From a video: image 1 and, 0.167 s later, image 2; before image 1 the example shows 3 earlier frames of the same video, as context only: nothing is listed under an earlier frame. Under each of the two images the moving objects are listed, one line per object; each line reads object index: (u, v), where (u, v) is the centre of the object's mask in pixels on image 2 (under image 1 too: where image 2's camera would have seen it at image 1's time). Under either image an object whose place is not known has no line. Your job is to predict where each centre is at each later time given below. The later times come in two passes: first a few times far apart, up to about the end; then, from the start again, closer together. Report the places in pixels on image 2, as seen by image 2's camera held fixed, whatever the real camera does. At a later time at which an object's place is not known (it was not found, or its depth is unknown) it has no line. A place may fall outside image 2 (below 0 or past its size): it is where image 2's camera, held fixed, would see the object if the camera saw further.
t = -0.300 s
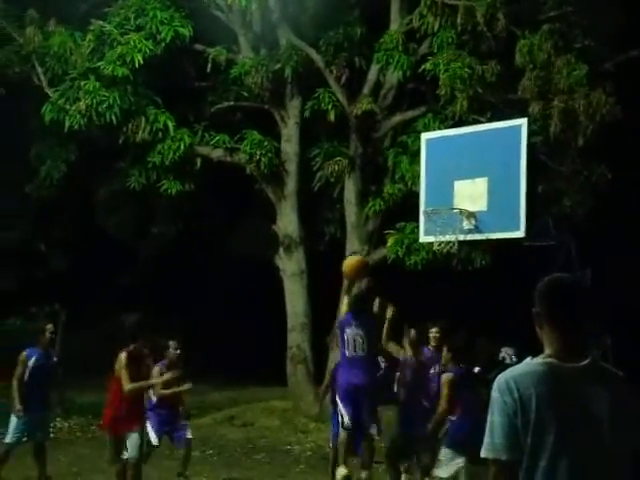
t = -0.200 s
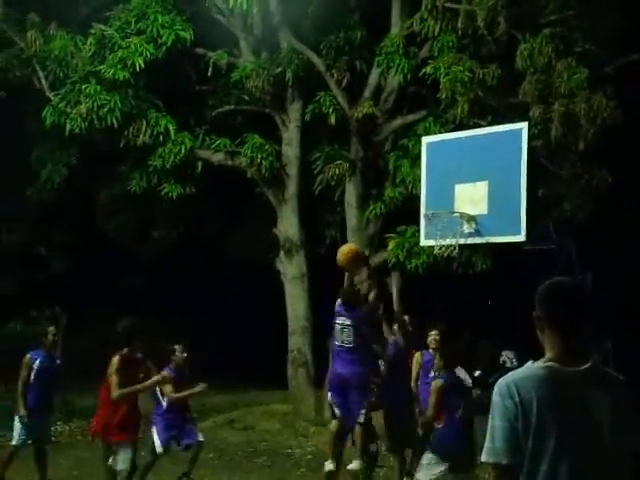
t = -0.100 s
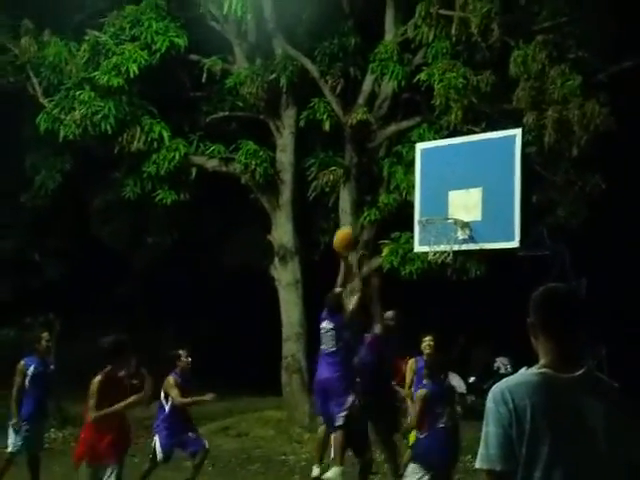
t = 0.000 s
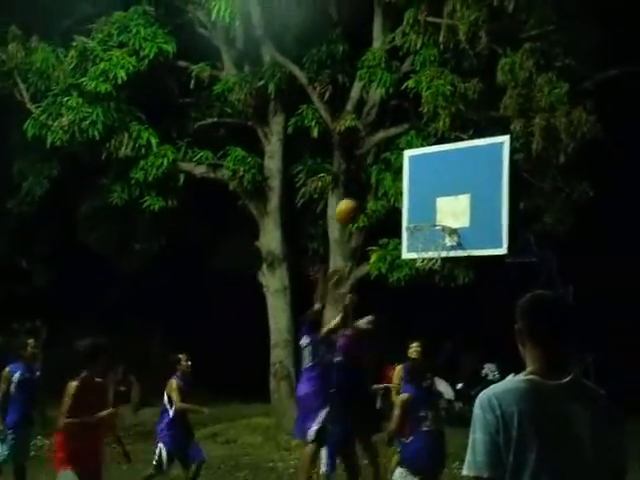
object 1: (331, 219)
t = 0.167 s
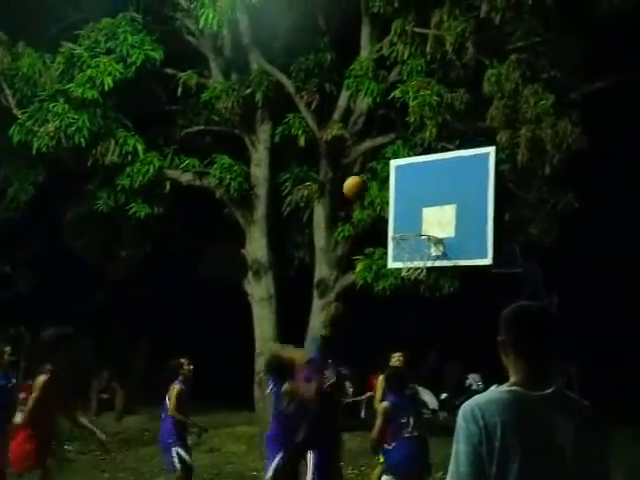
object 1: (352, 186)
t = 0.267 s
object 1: (364, 180)
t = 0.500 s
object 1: (388, 202)
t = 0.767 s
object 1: (415, 224)
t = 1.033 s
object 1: (434, 221)
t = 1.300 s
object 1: (444, 223)
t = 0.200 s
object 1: (357, 182)
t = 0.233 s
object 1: (360, 181)
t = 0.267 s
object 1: (364, 180)
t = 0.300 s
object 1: (367, 180)
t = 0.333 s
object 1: (371, 181)
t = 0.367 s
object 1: (376, 183)
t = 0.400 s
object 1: (379, 186)
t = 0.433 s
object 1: (382, 190)
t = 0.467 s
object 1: (386, 196)
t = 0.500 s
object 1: (388, 202)
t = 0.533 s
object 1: (392, 210)
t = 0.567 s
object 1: (395, 219)
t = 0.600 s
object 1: (398, 224)
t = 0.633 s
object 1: (402, 225)
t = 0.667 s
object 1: (406, 225)
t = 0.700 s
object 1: (409, 225)
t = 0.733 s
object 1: (411, 226)
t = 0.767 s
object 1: (415, 224)
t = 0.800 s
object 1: (418, 222)
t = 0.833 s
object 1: (421, 220)
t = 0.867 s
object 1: (423, 219)
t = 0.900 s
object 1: (429, 221)
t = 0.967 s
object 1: (432, 223)
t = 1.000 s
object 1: (433, 224)
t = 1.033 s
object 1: (434, 221)
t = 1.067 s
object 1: (435, 219)
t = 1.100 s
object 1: (436, 218)
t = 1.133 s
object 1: (437, 219)
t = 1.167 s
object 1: (437, 220)
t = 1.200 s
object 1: (438, 222)
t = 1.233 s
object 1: (439, 223)
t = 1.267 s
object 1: (441, 222)
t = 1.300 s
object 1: (444, 223)
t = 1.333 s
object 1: (446, 223)
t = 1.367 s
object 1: (448, 225)
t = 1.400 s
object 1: (449, 228)
